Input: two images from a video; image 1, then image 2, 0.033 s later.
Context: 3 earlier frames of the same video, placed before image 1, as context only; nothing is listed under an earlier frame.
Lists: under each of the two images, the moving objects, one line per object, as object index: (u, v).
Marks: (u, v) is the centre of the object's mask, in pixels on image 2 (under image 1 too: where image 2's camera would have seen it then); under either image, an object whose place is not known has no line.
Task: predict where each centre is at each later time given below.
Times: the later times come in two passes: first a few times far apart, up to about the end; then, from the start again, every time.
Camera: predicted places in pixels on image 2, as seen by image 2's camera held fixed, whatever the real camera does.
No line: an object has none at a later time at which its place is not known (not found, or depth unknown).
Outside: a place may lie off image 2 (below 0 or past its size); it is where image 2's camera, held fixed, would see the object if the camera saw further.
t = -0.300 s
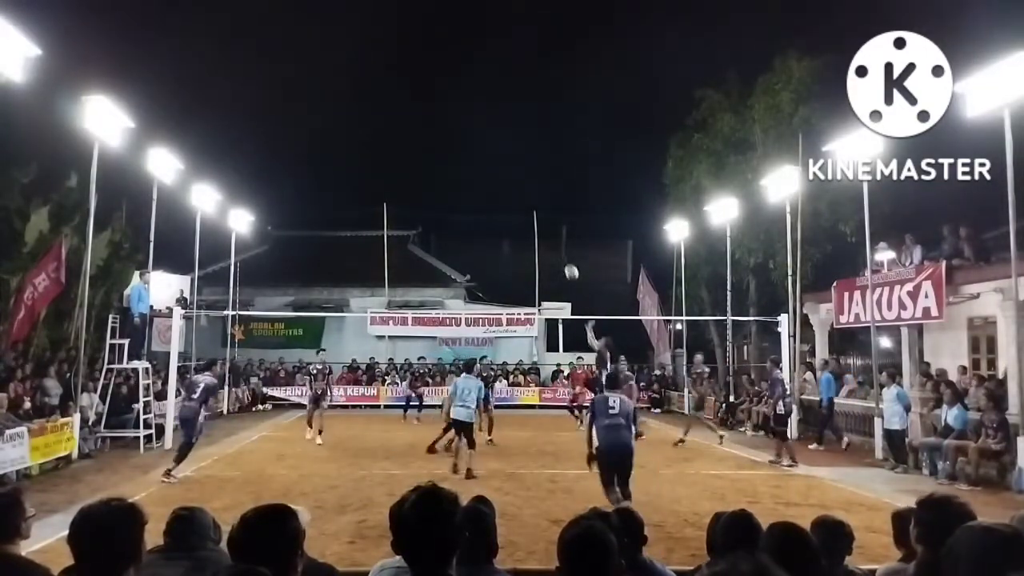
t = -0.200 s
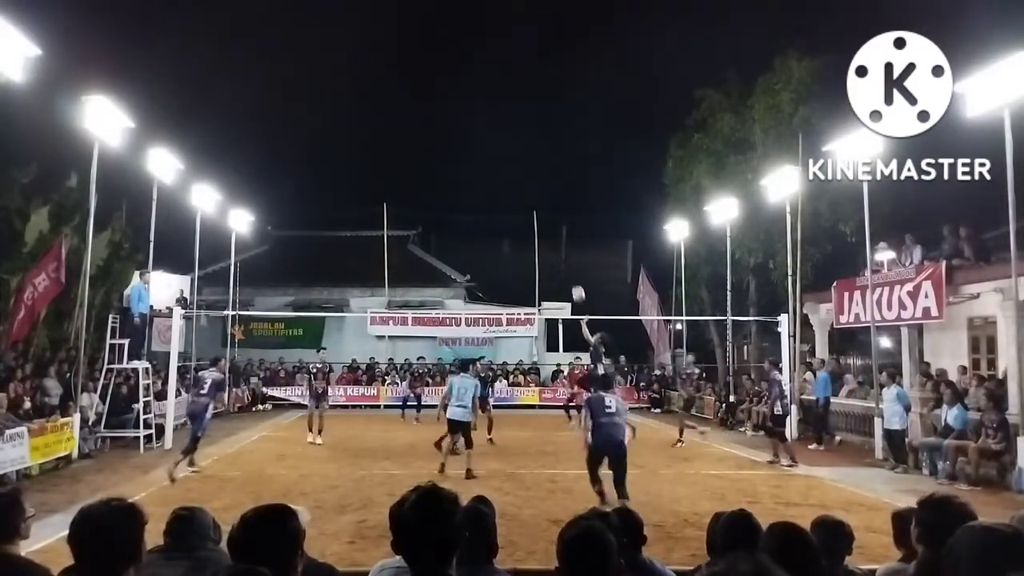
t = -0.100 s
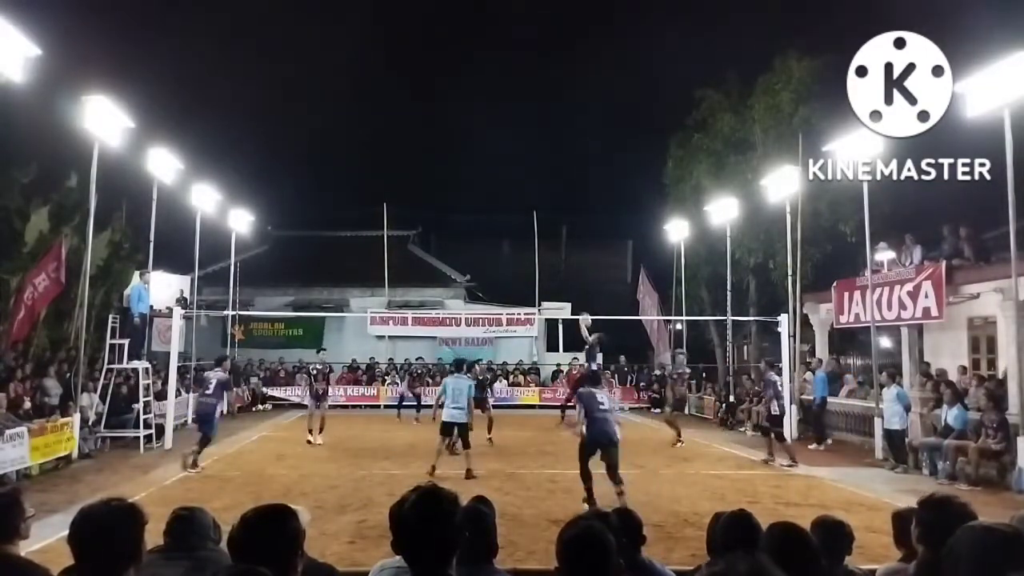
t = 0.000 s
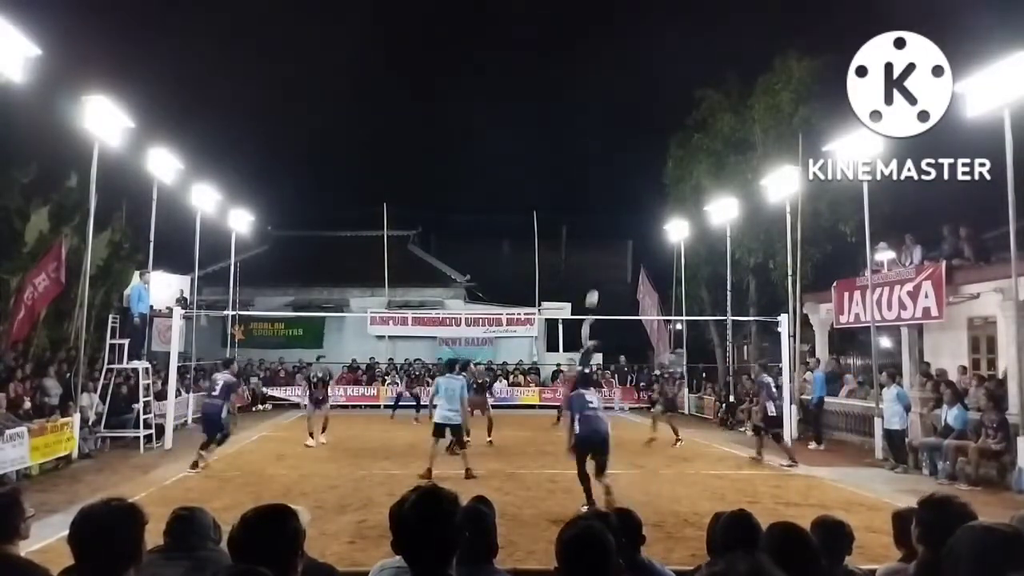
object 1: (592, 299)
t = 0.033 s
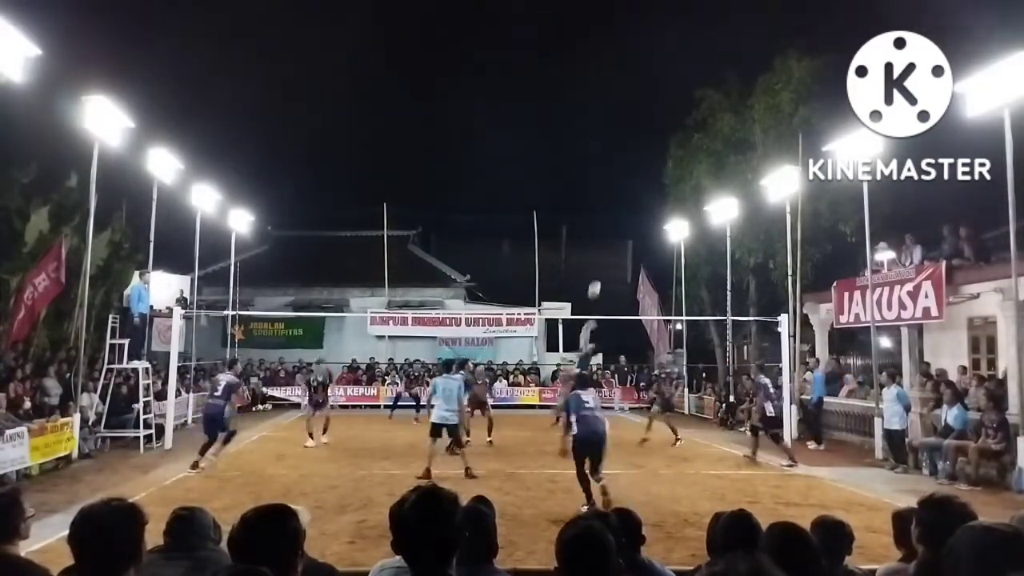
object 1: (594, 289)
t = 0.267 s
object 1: (610, 239)
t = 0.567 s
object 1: (630, 220)
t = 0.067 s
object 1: (596, 280)
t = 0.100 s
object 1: (599, 272)
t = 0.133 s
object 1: (601, 264)
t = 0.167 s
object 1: (603, 257)
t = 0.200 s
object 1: (605, 251)
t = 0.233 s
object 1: (608, 245)
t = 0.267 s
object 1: (610, 239)
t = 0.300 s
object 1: (612, 235)
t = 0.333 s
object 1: (615, 231)
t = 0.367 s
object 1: (617, 228)
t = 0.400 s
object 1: (619, 225)
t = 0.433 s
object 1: (621, 223)
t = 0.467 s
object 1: (623, 221)
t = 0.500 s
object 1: (625, 220)
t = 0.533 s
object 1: (628, 220)
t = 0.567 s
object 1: (630, 220)
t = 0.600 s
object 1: (631, 221)
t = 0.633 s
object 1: (634, 222)
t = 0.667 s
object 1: (635, 224)
